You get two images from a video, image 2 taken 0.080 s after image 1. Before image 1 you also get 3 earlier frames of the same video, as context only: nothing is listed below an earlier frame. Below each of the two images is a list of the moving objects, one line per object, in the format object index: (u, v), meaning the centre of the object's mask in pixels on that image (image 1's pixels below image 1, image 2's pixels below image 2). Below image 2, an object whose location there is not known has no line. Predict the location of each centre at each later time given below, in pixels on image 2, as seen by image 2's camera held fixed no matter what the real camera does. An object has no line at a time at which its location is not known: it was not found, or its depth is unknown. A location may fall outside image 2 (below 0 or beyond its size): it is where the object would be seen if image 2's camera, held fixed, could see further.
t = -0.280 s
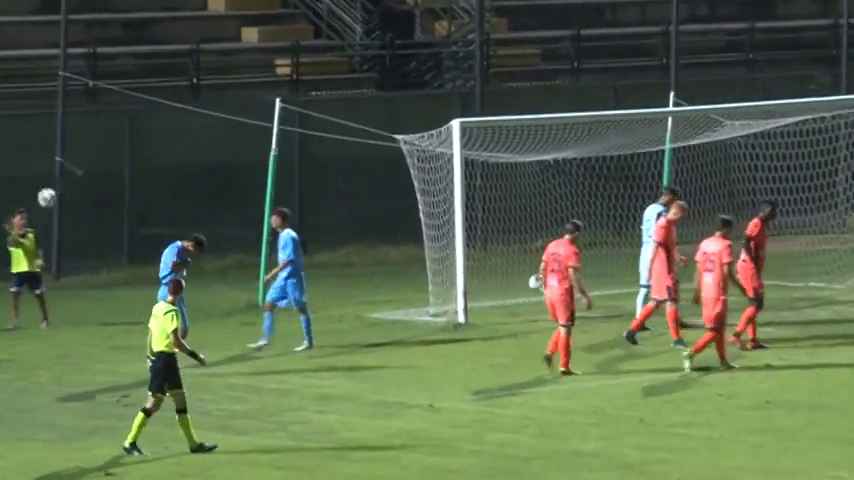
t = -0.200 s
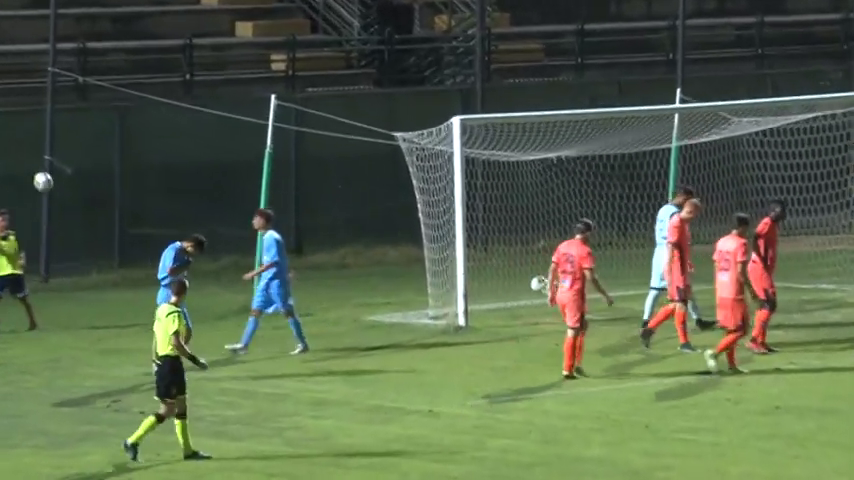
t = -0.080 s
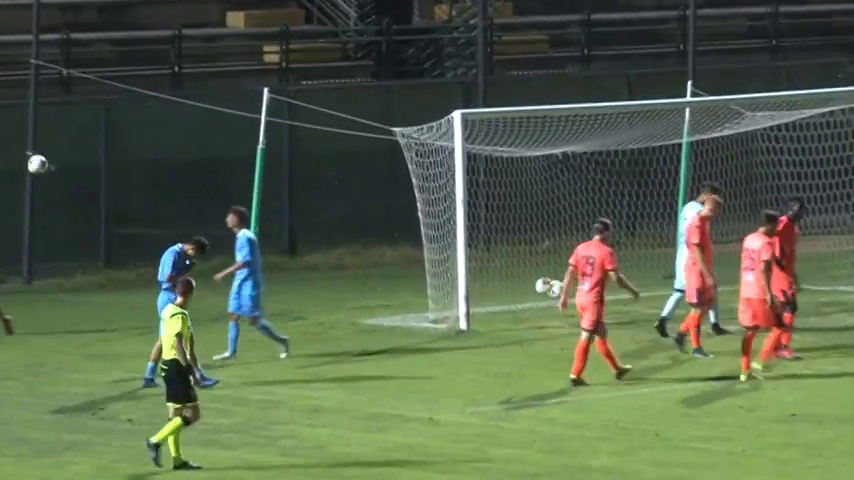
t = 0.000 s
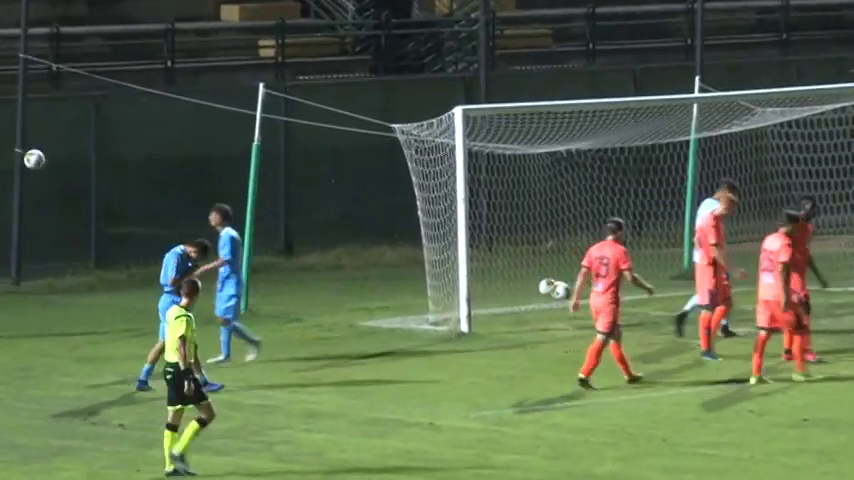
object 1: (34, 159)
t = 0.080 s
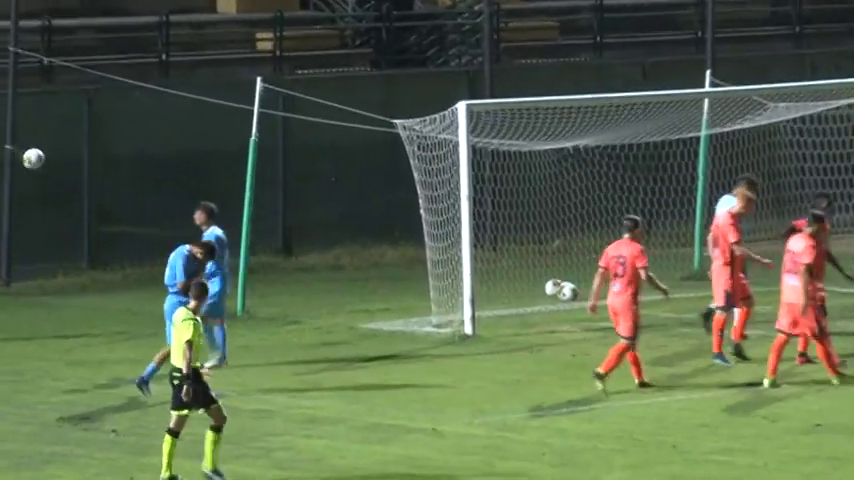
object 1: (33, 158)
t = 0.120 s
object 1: (36, 162)
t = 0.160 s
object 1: (42, 167)
